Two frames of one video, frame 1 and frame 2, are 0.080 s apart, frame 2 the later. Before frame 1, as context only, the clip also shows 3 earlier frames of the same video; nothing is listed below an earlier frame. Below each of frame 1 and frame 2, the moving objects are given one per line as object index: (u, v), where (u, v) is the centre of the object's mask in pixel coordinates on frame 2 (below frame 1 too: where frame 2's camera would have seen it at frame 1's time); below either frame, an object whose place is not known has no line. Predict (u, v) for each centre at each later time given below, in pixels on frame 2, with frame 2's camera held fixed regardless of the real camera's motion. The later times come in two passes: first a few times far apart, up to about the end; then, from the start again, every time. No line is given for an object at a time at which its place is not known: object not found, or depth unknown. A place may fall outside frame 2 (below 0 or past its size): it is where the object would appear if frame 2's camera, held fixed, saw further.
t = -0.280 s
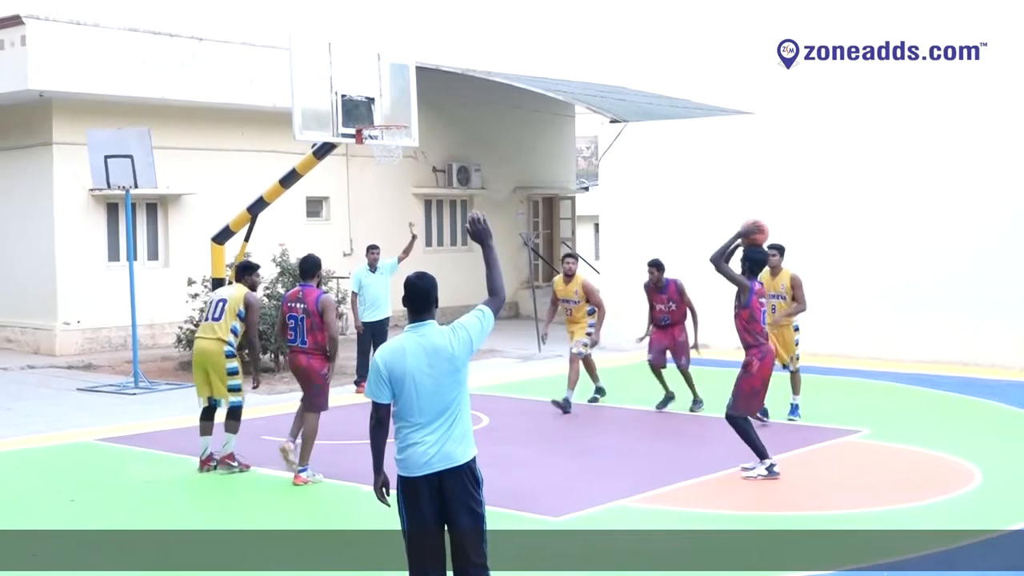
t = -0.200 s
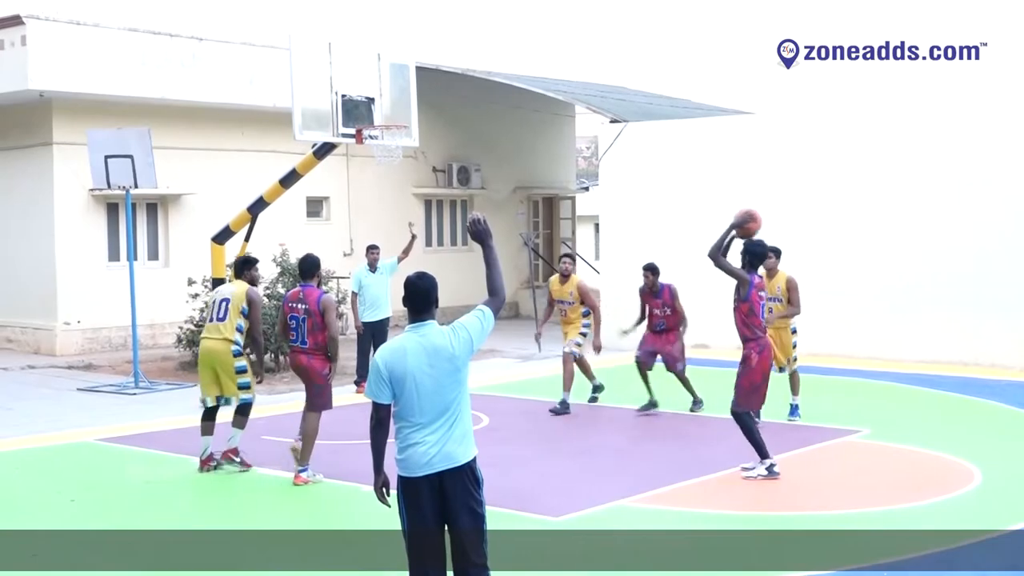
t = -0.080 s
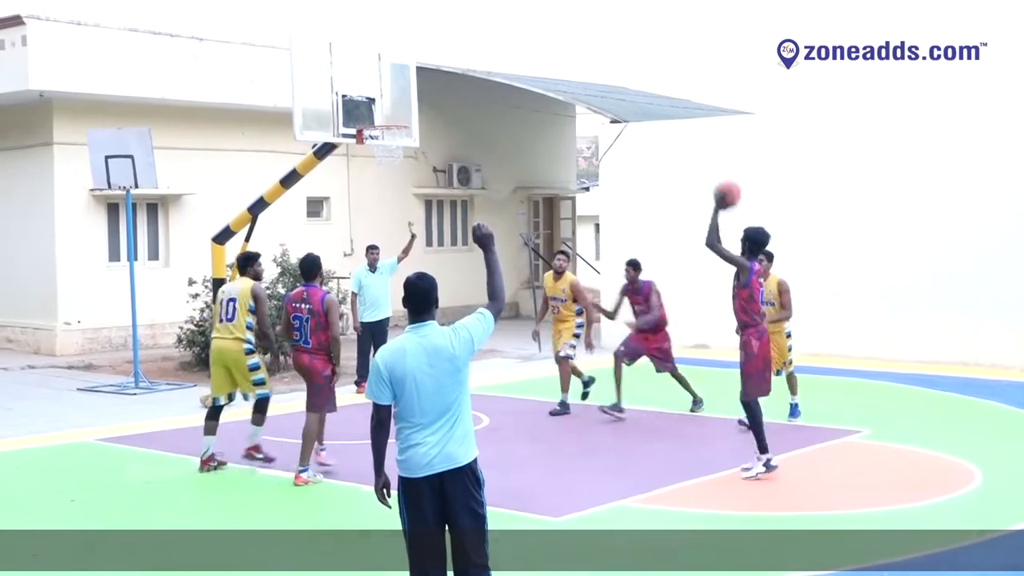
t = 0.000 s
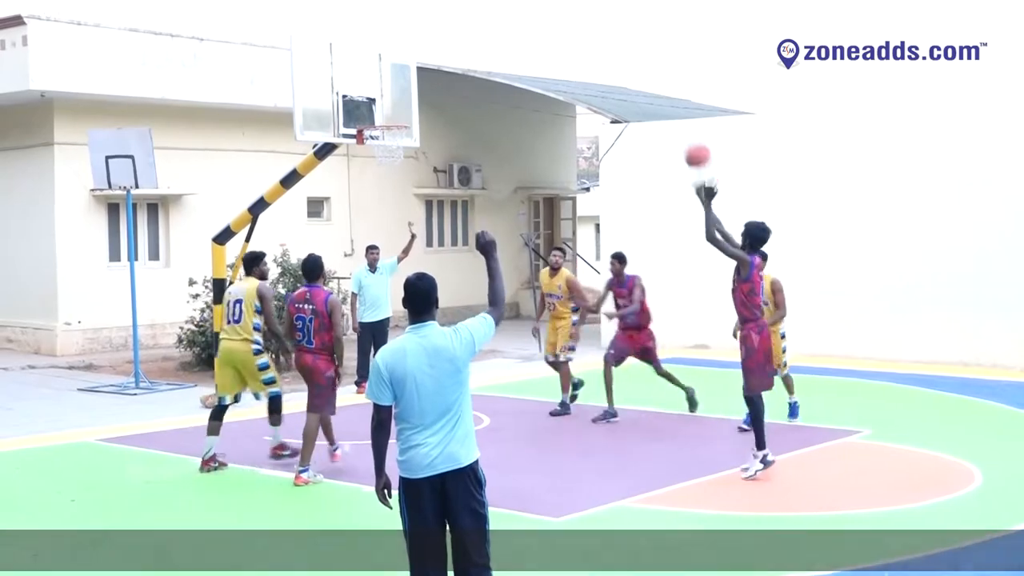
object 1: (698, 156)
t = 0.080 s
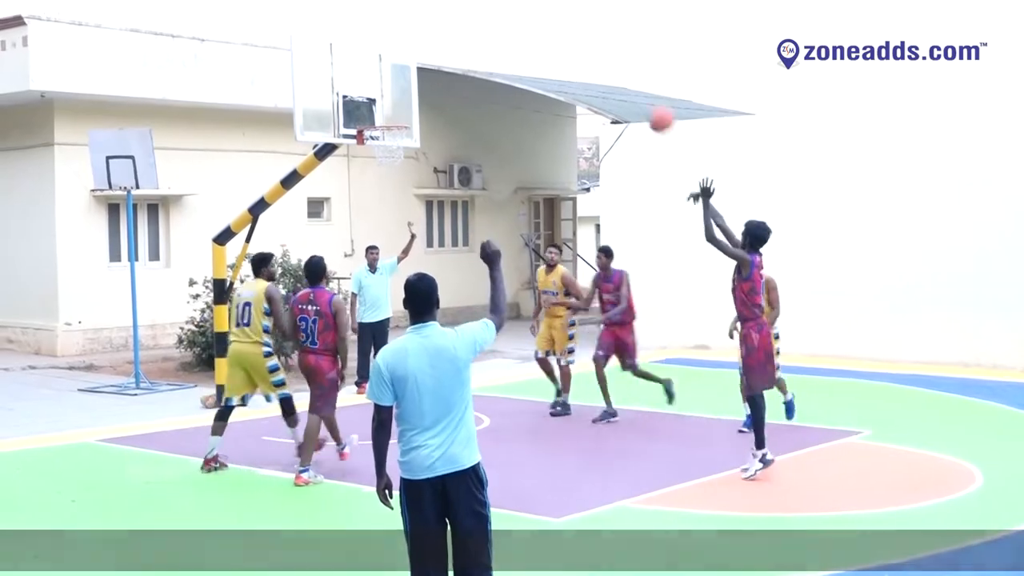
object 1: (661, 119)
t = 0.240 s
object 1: (593, 75)
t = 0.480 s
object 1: (501, 62)
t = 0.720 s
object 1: (422, 105)
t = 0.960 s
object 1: (462, 123)
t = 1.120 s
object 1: (513, 154)
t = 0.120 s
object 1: (644, 106)
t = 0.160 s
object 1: (626, 94)
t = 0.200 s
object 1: (610, 84)
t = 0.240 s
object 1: (593, 75)
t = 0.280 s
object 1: (577, 68)
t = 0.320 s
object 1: (561, 63)
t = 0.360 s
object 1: (546, 61)
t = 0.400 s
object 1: (531, 59)
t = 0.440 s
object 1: (516, 60)
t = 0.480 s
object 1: (501, 62)
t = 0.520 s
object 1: (487, 66)
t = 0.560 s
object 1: (473, 71)
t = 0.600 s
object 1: (459, 78)
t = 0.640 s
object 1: (447, 84)
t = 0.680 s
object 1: (434, 94)
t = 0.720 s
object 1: (422, 105)
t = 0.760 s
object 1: (409, 119)
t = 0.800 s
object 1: (415, 120)
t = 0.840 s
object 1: (426, 118)
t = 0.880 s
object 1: (438, 118)
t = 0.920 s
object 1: (449, 119)
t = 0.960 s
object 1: (462, 123)
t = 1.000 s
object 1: (474, 129)
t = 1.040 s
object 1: (487, 135)
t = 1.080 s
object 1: (500, 143)
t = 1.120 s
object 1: (513, 154)
